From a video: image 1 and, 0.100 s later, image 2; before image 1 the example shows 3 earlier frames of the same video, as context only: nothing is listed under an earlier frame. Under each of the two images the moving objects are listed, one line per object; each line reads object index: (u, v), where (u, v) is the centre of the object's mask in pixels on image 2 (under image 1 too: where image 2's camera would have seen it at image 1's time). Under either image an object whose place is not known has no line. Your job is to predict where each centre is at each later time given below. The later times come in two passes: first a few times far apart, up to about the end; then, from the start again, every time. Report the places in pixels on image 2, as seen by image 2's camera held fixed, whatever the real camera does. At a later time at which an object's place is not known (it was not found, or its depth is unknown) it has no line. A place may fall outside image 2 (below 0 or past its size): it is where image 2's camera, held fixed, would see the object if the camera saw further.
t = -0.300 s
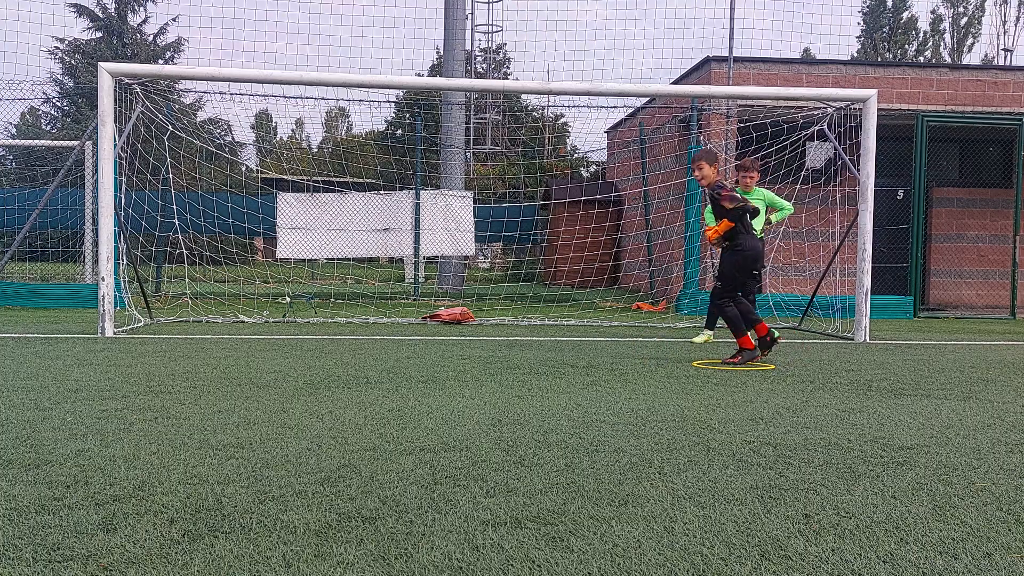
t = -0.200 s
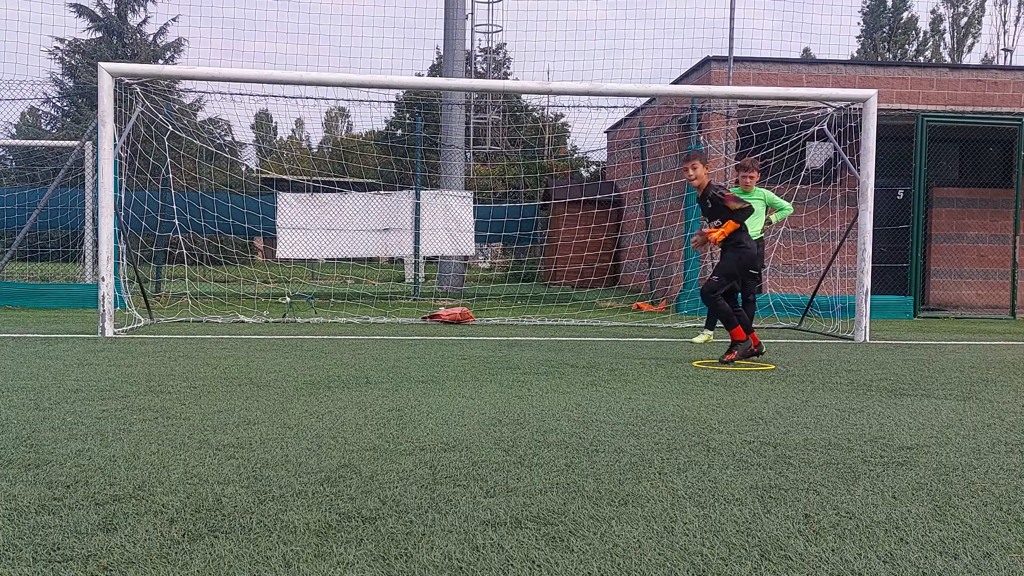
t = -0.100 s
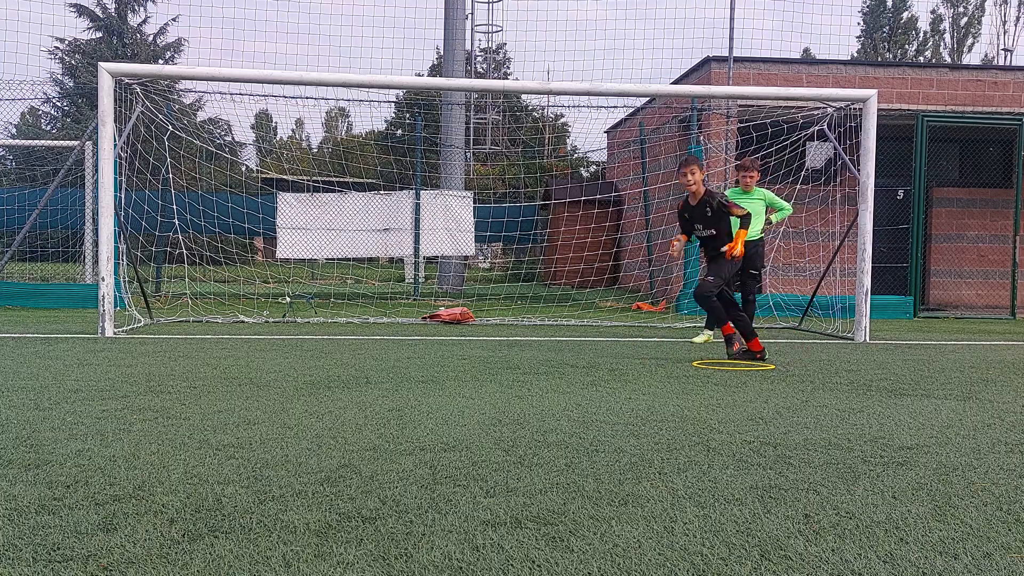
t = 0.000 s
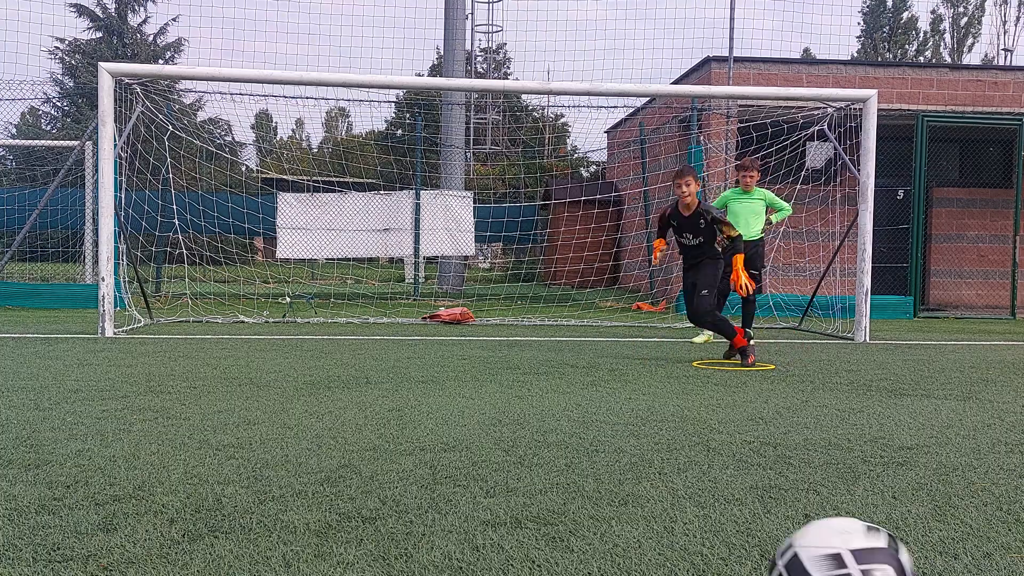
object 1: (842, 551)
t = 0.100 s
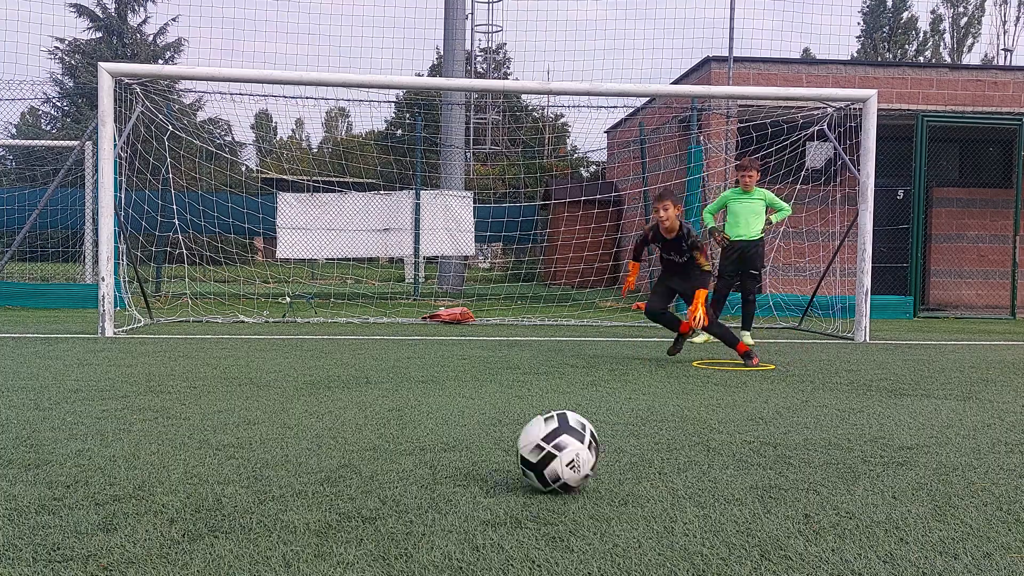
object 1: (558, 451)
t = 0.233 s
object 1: (421, 386)
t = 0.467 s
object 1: (325, 344)
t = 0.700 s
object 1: (281, 322)
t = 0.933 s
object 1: (253, 315)
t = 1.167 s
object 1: (242, 256)
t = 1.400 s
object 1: (228, 237)
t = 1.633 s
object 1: (210, 277)
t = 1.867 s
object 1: (197, 292)
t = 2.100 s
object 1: (192, 276)
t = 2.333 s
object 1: (186, 320)
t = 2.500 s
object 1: (182, 300)
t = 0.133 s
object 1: (511, 428)
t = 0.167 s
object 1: (474, 411)
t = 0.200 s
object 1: (445, 398)
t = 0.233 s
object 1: (421, 386)
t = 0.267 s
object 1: (400, 378)
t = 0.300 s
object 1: (384, 369)
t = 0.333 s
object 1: (369, 361)
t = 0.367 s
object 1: (356, 357)
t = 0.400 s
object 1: (344, 353)
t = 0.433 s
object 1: (335, 348)
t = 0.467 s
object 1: (325, 344)
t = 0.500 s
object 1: (317, 342)
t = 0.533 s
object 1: (309, 338)
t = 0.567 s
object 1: (303, 334)
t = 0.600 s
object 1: (296, 332)
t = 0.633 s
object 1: (290, 330)
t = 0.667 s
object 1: (286, 326)
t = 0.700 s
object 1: (281, 322)
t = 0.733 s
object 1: (277, 320)
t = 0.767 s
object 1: (272, 320)
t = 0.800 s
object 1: (269, 321)
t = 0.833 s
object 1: (264, 318)
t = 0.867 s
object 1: (260, 316)
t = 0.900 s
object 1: (257, 315)
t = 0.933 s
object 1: (253, 315)
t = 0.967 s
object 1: (250, 313)
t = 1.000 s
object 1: (247, 311)
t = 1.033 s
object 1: (246, 299)
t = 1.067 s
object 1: (245, 286)
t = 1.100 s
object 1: (244, 275)
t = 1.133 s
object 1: (243, 264)
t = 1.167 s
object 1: (242, 256)
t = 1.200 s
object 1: (241, 250)
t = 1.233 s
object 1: (238, 244)
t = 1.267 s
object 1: (237, 241)
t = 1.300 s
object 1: (235, 237)
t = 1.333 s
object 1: (233, 237)
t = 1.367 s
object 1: (231, 235)
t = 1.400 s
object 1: (228, 237)
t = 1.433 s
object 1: (225, 237)
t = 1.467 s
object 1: (223, 241)
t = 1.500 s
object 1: (220, 245)
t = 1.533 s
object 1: (216, 251)
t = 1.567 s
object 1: (214, 258)
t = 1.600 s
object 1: (212, 266)
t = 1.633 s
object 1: (210, 277)
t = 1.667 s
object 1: (206, 287)
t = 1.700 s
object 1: (203, 301)
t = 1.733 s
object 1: (200, 315)
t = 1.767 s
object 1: (198, 317)
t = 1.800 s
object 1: (197, 307)
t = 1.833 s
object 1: (198, 298)
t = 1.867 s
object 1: (197, 292)
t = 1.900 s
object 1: (195, 285)
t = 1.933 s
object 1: (195, 280)
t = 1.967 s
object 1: (194, 277)
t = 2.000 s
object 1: (194, 275)
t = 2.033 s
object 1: (193, 275)
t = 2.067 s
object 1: (193, 275)
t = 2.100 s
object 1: (192, 276)
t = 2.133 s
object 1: (191, 279)
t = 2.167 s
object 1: (190, 284)
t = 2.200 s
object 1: (189, 290)
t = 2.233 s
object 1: (189, 297)
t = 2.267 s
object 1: (188, 305)
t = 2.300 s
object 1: (187, 315)
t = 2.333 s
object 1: (186, 320)
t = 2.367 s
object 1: (185, 313)
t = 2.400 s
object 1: (185, 308)
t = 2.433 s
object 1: (184, 304)
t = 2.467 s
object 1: (183, 301)
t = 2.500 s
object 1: (182, 300)
